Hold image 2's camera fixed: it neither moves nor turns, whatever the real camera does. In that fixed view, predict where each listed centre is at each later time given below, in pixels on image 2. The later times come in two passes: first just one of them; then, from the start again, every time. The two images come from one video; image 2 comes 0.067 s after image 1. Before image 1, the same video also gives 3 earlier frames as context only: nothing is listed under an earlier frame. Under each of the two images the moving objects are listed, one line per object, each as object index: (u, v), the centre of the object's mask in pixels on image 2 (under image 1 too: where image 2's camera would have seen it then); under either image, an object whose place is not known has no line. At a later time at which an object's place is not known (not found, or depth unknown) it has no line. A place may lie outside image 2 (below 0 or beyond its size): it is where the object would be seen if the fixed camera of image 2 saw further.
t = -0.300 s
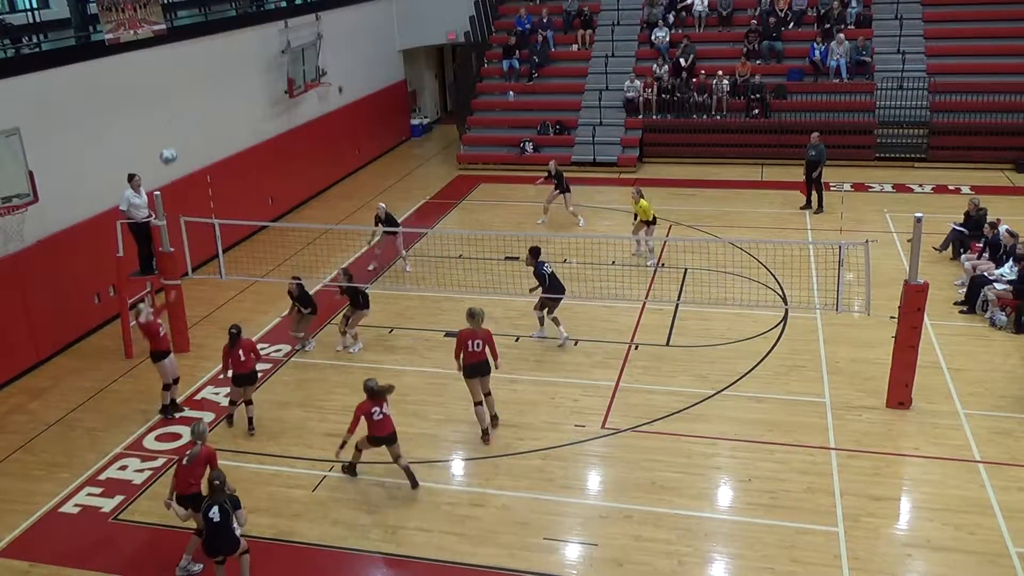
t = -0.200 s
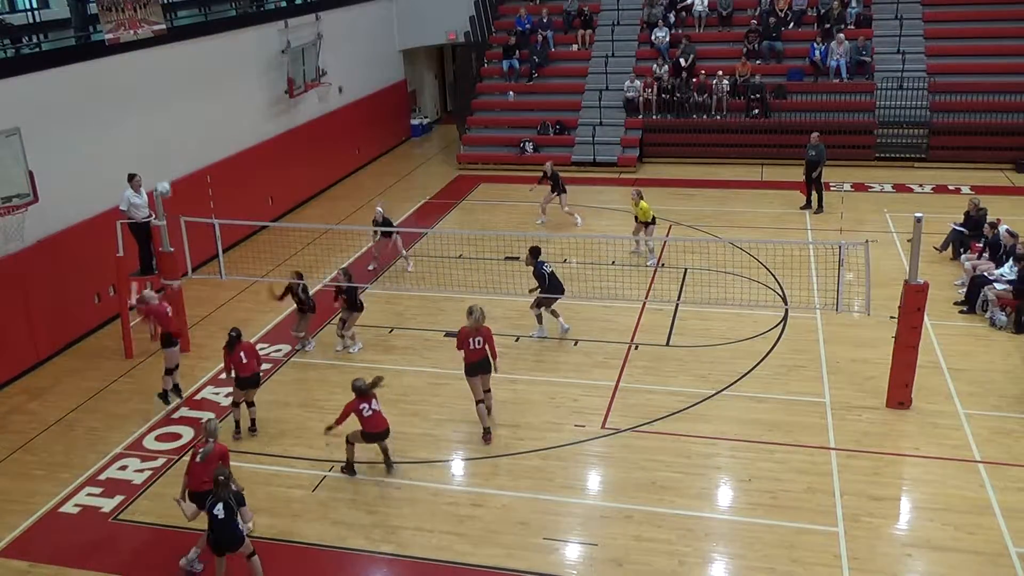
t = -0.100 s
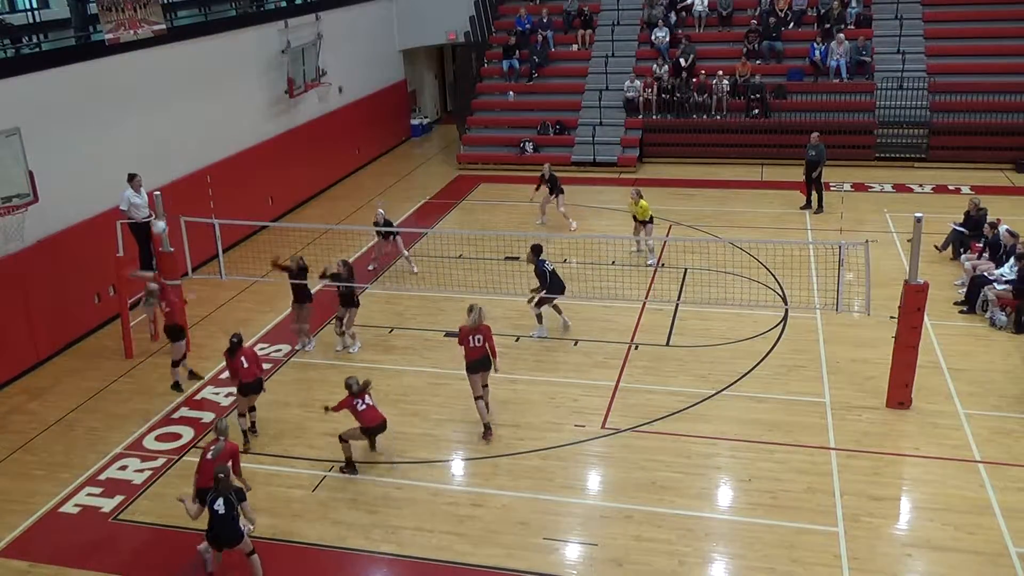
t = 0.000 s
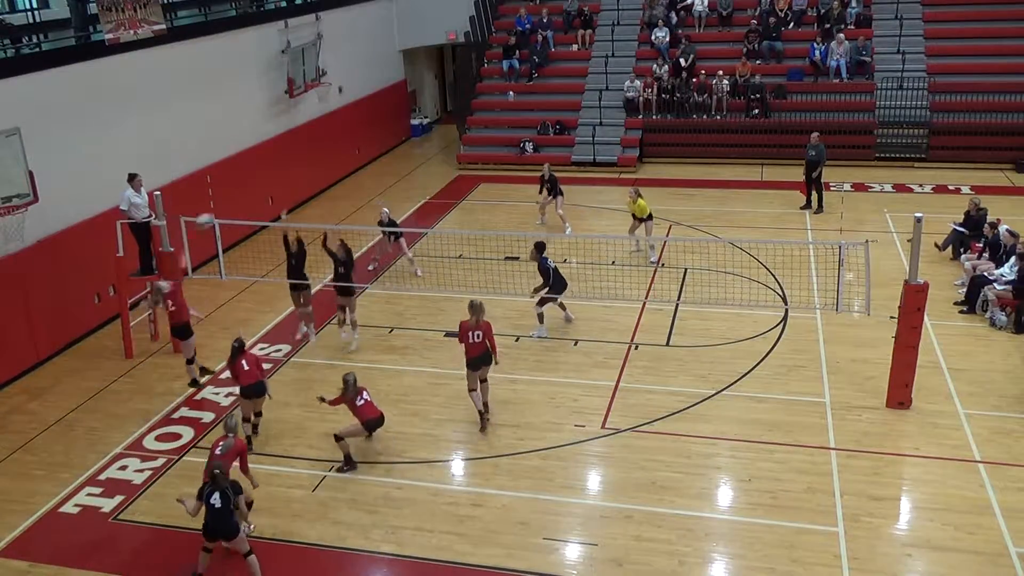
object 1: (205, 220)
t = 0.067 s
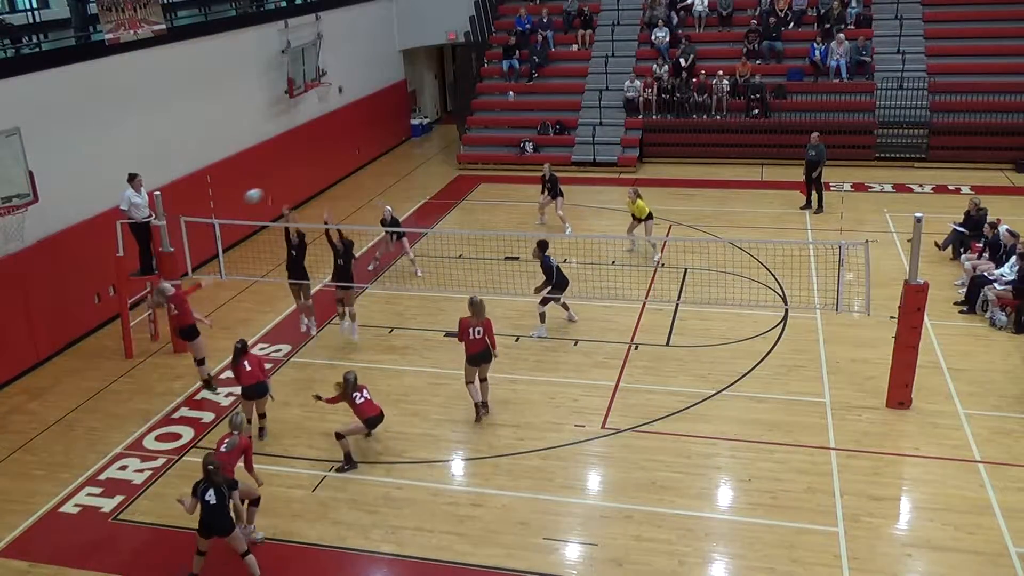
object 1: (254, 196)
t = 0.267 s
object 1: (381, 145)
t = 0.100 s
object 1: (276, 185)
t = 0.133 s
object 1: (298, 175)
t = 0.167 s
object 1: (320, 165)
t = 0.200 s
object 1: (341, 157)
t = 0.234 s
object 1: (362, 151)
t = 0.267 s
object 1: (381, 145)
